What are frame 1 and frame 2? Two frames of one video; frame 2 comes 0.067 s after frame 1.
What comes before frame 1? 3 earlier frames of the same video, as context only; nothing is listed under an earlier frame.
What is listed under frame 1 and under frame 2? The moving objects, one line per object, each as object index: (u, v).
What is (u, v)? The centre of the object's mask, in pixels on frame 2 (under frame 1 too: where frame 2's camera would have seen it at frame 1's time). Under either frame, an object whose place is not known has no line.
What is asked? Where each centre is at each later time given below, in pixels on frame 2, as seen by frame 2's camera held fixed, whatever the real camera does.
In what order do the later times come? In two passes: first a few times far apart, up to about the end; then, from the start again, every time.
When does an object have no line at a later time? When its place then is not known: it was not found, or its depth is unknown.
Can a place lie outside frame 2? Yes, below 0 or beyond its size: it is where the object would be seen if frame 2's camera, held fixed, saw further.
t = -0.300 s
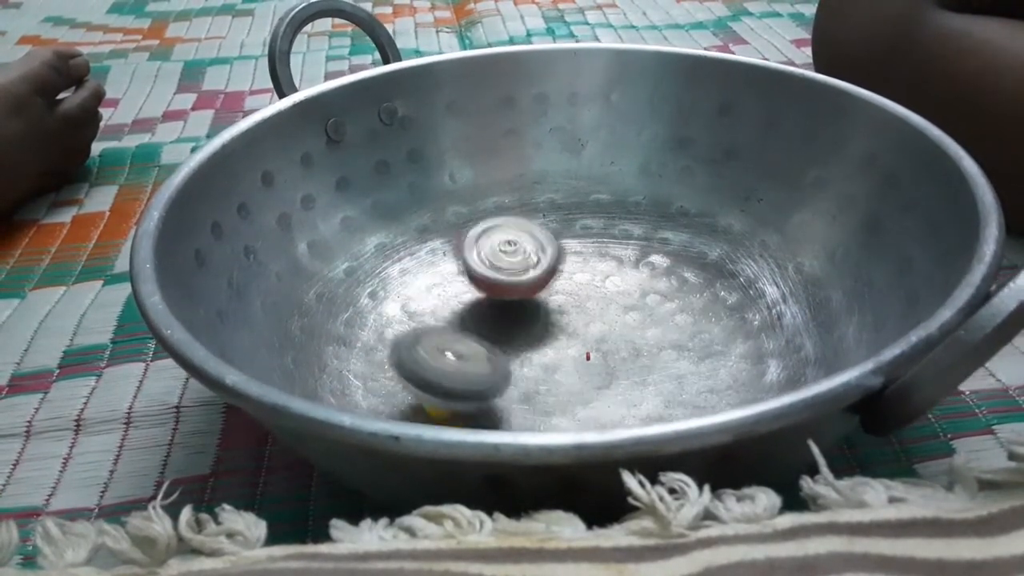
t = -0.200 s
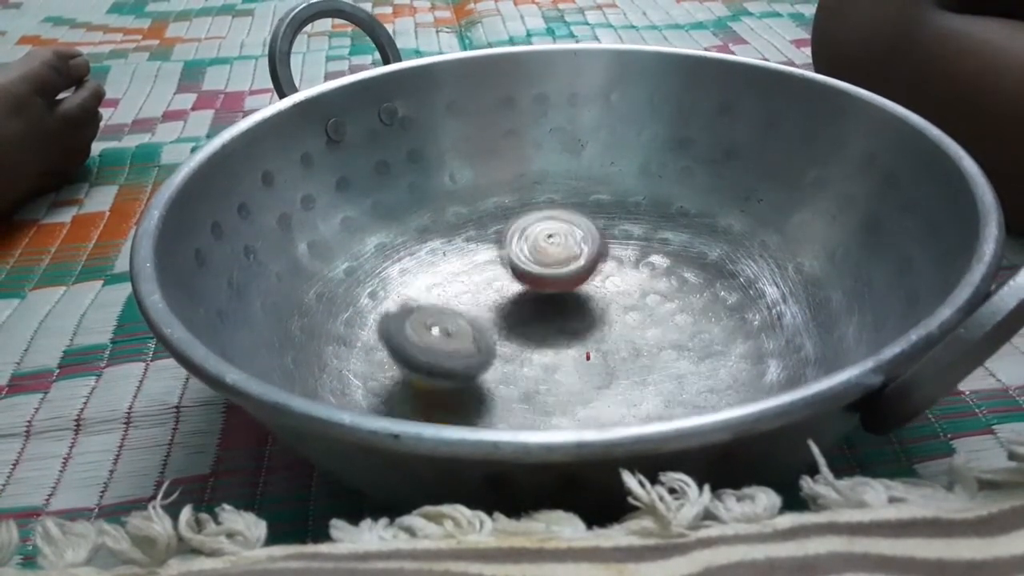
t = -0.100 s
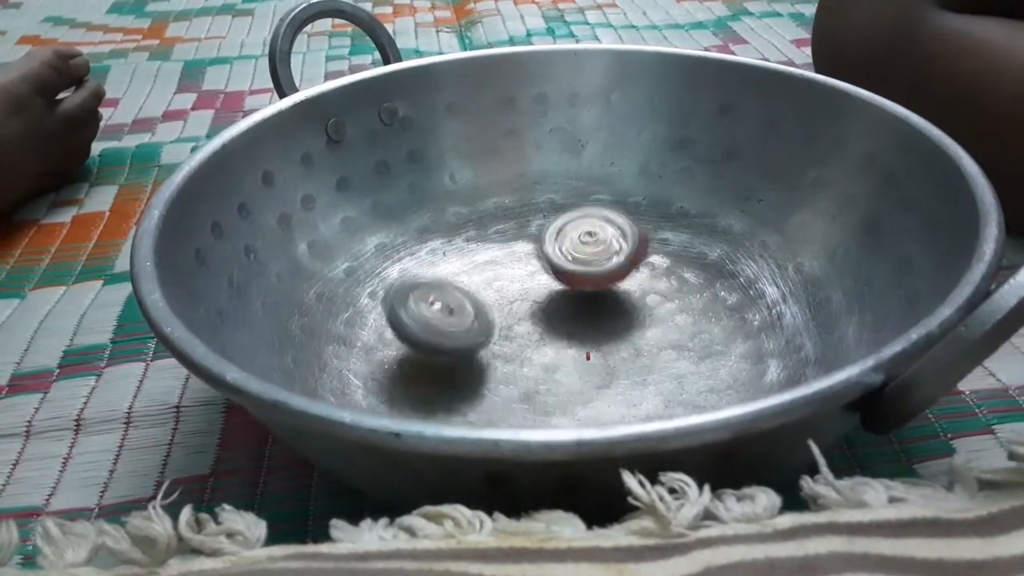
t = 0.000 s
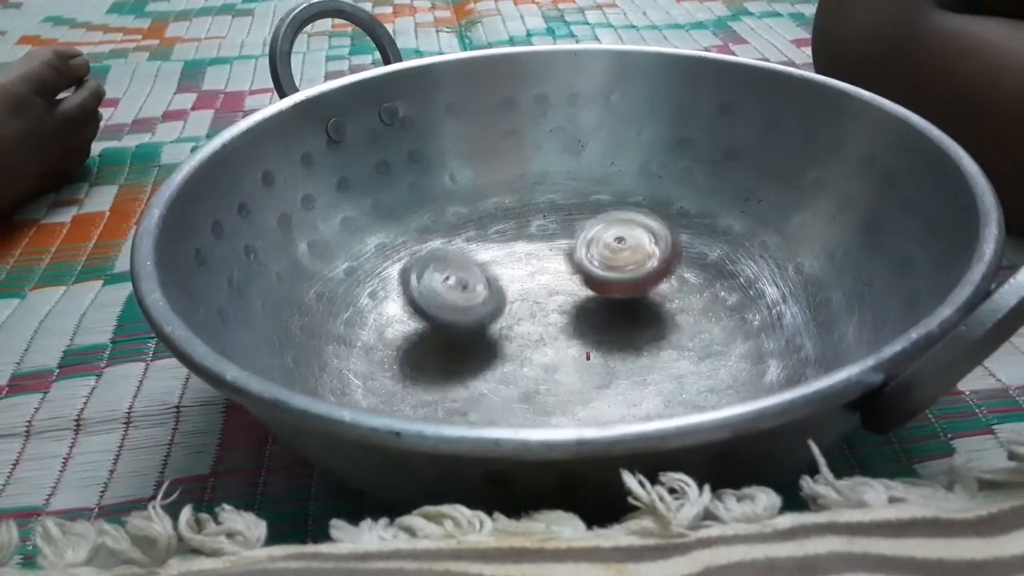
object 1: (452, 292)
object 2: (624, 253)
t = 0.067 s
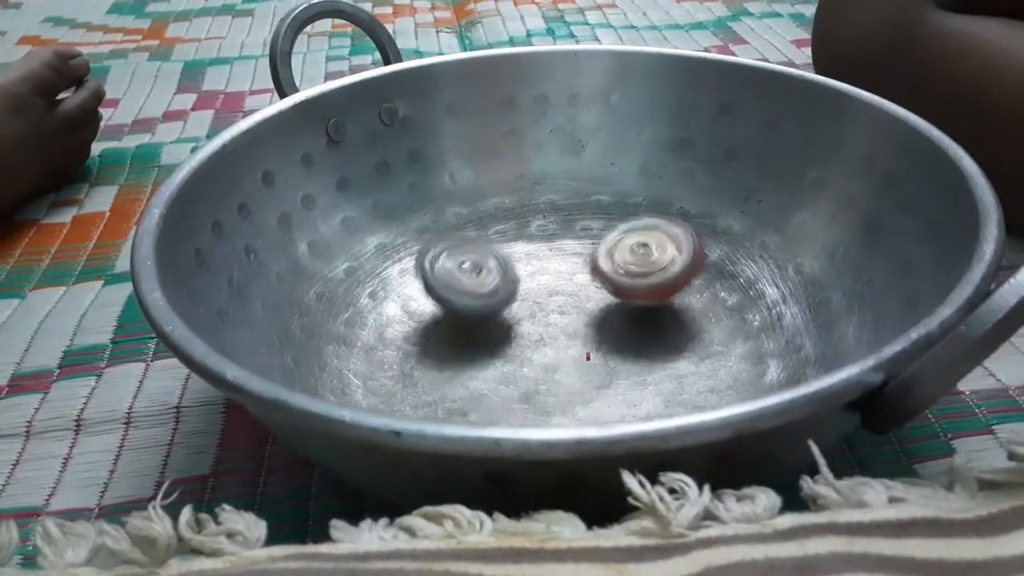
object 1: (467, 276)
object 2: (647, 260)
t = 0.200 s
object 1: (502, 259)
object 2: (678, 278)
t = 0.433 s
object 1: (577, 252)
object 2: (684, 326)
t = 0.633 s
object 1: (648, 275)
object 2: (633, 357)
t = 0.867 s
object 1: (693, 326)
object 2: (519, 368)
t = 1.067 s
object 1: (667, 373)
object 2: (441, 346)
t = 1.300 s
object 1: (567, 396)
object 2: (424, 312)
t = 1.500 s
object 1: (467, 373)
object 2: (471, 286)
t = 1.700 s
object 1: (431, 333)
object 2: (544, 270)
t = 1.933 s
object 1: (463, 288)
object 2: (628, 273)
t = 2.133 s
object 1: (533, 260)
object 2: (675, 294)
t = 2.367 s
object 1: (614, 261)
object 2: (686, 328)
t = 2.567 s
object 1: (668, 281)
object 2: (638, 358)
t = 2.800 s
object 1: (667, 331)
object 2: (528, 366)
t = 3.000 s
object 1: (605, 365)
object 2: (455, 341)
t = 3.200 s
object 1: (513, 382)
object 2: (431, 302)
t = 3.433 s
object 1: (642, 410)
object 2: (480, 254)
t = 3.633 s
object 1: (596, 388)
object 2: (638, 263)
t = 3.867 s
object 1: (566, 324)
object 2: (721, 306)
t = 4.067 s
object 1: (601, 273)
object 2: (711, 370)
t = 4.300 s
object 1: (650, 247)
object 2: (663, 398)
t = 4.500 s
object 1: (655, 268)
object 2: (649, 402)
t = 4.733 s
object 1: (604, 323)
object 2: (653, 402)
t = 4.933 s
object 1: (510, 335)
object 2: (647, 403)
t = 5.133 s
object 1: (442, 305)
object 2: (644, 402)
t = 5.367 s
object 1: (445, 275)
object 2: (645, 401)
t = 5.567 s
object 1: (499, 272)
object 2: (646, 401)
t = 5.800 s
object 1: (565, 311)
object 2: (646, 402)
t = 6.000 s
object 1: (569, 362)
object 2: (646, 404)
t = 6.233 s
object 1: (496, 399)
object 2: (645, 406)
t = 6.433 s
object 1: (453, 386)
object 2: (644, 406)
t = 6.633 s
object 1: (468, 343)
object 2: (645, 405)
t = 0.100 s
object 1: (475, 272)
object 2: (656, 263)
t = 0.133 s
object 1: (483, 267)
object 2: (666, 267)
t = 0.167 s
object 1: (493, 262)
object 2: (672, 272)
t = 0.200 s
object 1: (502, 259)
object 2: (678, 278)
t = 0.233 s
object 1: (511, 256)
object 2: (683, 283)
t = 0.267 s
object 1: (522, 253)
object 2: (687, 288)
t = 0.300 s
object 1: (534, 252)
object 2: (689, 294)
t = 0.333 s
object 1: (543, 251)
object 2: (690, 302)
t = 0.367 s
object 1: (554, 251)
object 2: (691, 310)
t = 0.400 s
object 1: (565, 252)
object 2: (687, 317)
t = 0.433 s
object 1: (577, 252)
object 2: (684, 326)
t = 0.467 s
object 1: (590, 254)
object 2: (681, 334)
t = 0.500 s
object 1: (600, 256)
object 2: (674, 339)
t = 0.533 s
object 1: (611, 259)
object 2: (666, 345)
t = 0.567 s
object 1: (623, 266)
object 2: (656, 349)
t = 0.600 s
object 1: (636, 269)
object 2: (643, 354)
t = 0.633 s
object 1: (648, 275)
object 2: (633, 357)
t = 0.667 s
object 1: (660, 281)
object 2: (617, 363)
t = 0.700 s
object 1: (667, 288)
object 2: (603, 367)
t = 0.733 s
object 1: (675, 297)
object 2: (585, 370)
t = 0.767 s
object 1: (682, 301)
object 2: (571, 371)
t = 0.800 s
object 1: (686, 308)
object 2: (553, 371)
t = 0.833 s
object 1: (691, 318)
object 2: (535, 370)
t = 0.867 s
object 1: (693, 326)
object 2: (519, 368)
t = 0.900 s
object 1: (692, 333)
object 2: (502, 367)
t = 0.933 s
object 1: (690, 342)
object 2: (488, 365)
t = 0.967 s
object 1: (688, 346)
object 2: (477, 361)
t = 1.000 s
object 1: (683, 360)
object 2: (464, 356)
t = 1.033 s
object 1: (677, 367)
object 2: (454, 350)
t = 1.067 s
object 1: (667, 373)
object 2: (441, 346)
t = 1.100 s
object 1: (654, 379)
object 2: (436, 339)
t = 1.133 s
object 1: (641, 379)
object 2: (428, 333)
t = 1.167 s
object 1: (627, 389)
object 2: (423, 329)
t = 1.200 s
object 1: (614, 392)
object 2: (421, 324)
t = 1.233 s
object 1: (598, 394)
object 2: (421, 320)
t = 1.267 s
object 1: (584, 395)
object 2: (421, 316)
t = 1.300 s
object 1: (567, 396)
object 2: (424, 312)
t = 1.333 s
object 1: (551, 395)
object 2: (428, 309)
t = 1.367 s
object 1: (532, 393)
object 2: (432, 305)
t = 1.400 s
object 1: (516, 391)
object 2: (441, 301)
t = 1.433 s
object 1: (497, 386)
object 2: (450, 297)
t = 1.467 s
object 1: (477, 380)
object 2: (461, 290)
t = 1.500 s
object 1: (467, 373)
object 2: (471, 286)
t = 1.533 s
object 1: (456, 367)
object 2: (482, 282)
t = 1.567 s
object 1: (448, 360)
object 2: (495, 280)
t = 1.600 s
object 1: (441, 353)
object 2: (506, 277)
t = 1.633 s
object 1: (436, 347)
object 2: (519, 274)
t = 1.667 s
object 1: (433, 340)
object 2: (532, 273)
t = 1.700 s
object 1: (431, 333)
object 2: (544, 270)
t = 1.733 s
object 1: (431, 326)
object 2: (557, 268)
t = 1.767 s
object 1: (432, 320)
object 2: (571, 268)
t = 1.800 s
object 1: (435, 312)
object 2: (584, 268)
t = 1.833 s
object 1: (440, 307)
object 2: (596, 269)
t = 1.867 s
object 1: (446, 300)
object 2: (607, 270)
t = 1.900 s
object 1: (454, 293)
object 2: (619, 270)
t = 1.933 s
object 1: (463, 288)
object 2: (628, 273)
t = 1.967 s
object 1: (473, 281)
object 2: (638, 275)
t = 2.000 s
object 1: (483, 274)
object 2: (643, 276)
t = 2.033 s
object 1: (494, 272)
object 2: (653, 280)
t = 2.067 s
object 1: (506, 268)
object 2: (662, 284)
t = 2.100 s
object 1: (520, 264)
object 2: (670, 288)
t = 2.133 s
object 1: (533, 260)
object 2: (675, 294)
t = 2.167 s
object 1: (549, 257)
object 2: (682, 298)
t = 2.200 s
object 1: (561, 255)
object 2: (688, 304)
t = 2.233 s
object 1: (573, 256)
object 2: (692, 310)
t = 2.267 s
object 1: (585, 256)
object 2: (691, 313)
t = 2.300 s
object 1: (595, 257)
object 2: (691, 319)
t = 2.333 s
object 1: (604, 259)
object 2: (687, 324)
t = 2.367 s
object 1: (614, 261)
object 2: (686, 328)
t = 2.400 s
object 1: (625, 264)
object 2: (683, 332)
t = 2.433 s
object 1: (636, 268)
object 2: (675, 337)
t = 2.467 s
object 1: (648, 270)
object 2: (665, 342)
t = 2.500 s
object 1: (655, 273)
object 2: (658, 346)
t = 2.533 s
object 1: (661, 276)
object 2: (648, 352)
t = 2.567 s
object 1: (668, 281)
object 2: (638, 358)
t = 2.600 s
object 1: (671, 287)
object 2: (621, 362)
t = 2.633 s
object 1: (674, 293)
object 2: (603, 366)
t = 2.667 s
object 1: (676, 300)
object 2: (590, 368)
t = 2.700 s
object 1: (677, 307)
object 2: (576, 370)
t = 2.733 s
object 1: (677, 313)
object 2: (557, 370)
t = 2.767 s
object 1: (671, 325)
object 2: (542, 369)
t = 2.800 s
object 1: (667, 331)
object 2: (528, 366)
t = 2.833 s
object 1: (662, 338)
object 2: (511, 364)
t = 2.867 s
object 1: (654, 344)
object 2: (499, 361)
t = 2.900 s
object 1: (646, 350)
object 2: (485, 356)
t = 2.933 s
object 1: (633, 356)
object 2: (474, 351)
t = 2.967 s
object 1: (619, 361)
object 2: (463, 346)
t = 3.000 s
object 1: (605, 365)
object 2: (455, 341)
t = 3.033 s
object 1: (590, 368)
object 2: (447, 334)
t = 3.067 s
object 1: (575, 369)
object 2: (441, 326)
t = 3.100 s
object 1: (560, 370)
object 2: (436, 319)
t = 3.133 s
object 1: (543, 369)
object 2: (433, 313)
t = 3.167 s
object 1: (527, 368)
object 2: (432, 307)
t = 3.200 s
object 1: (513, 382)
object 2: (431, 302)
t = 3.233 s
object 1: (537, 401)
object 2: (425, 276)
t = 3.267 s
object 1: (565, 417)
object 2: (426, 248)
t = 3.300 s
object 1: (594, 418)
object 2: (433, 238)
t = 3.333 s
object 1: (615, 417)
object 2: (442, 234)
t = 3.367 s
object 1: (631, 413)
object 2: (453, 243)
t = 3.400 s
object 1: (638, 412)
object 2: (465, 247)
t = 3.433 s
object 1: (642, 410)
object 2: (480, 254)
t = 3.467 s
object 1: (639, 409)
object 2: (499, 261)
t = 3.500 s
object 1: (636, 405)
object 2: (521, 264)
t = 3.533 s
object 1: (630, 402)
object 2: (549, 265)
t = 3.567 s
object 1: (620, 398)
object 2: (580, 265)
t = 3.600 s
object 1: (607, 393)
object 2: (608, 264)
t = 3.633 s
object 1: (596, 388)
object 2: (638, 263)
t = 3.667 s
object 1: (586, 382)
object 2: (666, 265)
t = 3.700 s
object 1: (577, 372)
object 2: (684, 269)
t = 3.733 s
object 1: (571, 363)
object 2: (697, 274)
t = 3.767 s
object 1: (568, 354)
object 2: (710, 277)
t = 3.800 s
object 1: (567, 343)
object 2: (718, 289)
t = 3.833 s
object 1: (566, 334)
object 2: (720, 297)
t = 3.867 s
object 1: (566, 324)
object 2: (721, 306)
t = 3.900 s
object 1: (568, 314)
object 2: (720, 316)
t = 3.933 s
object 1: (570, 305)
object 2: (718, 328)
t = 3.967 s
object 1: (576, 294)
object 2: (717, 345)
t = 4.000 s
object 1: (583, 286)
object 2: (715, 354)
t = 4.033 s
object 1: (589, 277)
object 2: (715, 362)
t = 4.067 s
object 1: (601, 273)
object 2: (711, 370)
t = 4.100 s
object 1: (611, 264)
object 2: (704, 377)
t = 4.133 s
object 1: (620, 260)
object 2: (694, 378)
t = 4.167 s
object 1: (628, 256)
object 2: (687, 384)
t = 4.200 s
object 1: (638, 252)
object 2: (679, 389)
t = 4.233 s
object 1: (644, 251)
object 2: (672, 392)
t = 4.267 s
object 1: (649, 248)
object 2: (666, 396)
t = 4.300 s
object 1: (650, 247)
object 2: (663, 398)
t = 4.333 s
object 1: (651, 247)
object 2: (653, 398)
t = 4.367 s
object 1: (652, 249)
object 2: (652, 399)
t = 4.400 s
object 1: (652, 251)
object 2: (649, 400)
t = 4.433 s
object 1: (652, 253)
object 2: (648, 400)
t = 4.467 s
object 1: (654, 262)
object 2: (649, 400)
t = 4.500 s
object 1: (655, 268)
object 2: (649, 402)
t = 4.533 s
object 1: (652, 277)
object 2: (649, 402)
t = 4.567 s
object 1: (650, 285)
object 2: (650, 401)
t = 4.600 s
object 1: (647, 291)
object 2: (651, 401)
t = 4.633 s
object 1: (635, 302)
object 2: (653, 401)
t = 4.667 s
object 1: (628, 309)
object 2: (654, 401)
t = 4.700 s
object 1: (616, 317)
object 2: (653, 402)
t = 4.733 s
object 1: (604, 323)
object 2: (653, 402)
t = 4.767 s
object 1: (589, 328)
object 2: (653, 402)
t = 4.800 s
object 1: (573, 332)
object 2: (651, 402)
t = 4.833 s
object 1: (557, 335)
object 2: (651, 402)
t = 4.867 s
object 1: (543, 337)
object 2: (649, 403)
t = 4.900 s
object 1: (527, 336)
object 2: (648, 403)
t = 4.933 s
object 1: (510, 335)
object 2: (647, 403)
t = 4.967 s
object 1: (497, 333)
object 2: (646, 403)
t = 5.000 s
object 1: (485, 330)
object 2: (646, 403)
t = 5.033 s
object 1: (470, 325)
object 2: (646, 403)
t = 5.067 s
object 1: (460, 320)
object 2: (646, 403)
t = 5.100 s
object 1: (450, 313)
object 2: (645, 402)
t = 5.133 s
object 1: (442, 305)
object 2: (644, 402)
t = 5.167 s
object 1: (439, 301)
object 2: (644, 402)
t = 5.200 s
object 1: (436, 295)
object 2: (645, 402)
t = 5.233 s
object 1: (435, 290)
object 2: (645, 402)
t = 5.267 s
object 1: (435, 285)
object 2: (645, 401)
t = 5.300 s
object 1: (437, 282)
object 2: (645, 401)
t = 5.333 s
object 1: (438, 277)
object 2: (645, 401)
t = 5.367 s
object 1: (445, 275)
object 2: (645, 401)
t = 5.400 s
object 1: (450, 271)
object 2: (645, 401)
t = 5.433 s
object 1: (457, 270)
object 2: (645, 401)
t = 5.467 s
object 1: (468, 270)
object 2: (646, 400)
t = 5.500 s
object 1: (476, 271)
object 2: (646, 401)
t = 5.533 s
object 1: (485, 273)
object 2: (646, 401)
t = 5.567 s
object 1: (499, 272)
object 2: (646, 401)
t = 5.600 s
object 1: (510, 276)
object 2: (646, 401)
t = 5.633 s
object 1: (521, 278)
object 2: (646, 401)
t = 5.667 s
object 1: (533, 284)
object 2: (646, 401)
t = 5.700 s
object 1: (543, 290)
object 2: (646, 401)
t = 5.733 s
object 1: (550, 297)
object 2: (646, 401)
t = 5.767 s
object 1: (558, 302)
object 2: (646, 402)
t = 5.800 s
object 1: (565, 311)
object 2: (646, 402)
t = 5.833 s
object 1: (570, 319)
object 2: (646, 402)
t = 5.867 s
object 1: (570, 328)
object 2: (646, 403)
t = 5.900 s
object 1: (572, 337)
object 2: (646, 403)
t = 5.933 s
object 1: (573, 345)
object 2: (646, 403)
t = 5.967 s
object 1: (571, 354)
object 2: (646, 403)
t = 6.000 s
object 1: (569, 362)
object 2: (646, 404)
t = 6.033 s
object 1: (562, 371)
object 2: (646, 404)
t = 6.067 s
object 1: (554, 377)
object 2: (646, 404)
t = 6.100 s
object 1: (545, 386)
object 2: (645, 405)
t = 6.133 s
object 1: (533, 392)
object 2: (645, 405)
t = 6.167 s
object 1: (518, 397)
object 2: (645, 406)
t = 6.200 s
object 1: (506, 398)
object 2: (645, 406)
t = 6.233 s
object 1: (496, 399)
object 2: (645, 406)
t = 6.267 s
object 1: (486, 400)
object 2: (644, 406)
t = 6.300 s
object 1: (476, 399)
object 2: (644, 406)
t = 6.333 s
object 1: (469, 397)
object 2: (644, 406)
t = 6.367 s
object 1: (461, 393)
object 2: (644, 406)
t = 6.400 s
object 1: (456, 390)
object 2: (644, 406)
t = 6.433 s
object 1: (453, 386)
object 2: (644, 406)
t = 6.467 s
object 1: (453, 379)
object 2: (644, 406)
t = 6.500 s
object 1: (452, 372)
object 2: (644, 406)
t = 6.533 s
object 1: (453, 366)
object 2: (645, 405)
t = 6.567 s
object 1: (456, 358)
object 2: (645, 405)
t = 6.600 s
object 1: (460, 350)
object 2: (645, 405)
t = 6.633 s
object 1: (468, 343)
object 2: (645, 405)
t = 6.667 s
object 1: (476, 338)
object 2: (645, 404)
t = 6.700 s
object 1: (484, 331)
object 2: (645, 404)
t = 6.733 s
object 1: (497, 326)
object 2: (645, 404)
